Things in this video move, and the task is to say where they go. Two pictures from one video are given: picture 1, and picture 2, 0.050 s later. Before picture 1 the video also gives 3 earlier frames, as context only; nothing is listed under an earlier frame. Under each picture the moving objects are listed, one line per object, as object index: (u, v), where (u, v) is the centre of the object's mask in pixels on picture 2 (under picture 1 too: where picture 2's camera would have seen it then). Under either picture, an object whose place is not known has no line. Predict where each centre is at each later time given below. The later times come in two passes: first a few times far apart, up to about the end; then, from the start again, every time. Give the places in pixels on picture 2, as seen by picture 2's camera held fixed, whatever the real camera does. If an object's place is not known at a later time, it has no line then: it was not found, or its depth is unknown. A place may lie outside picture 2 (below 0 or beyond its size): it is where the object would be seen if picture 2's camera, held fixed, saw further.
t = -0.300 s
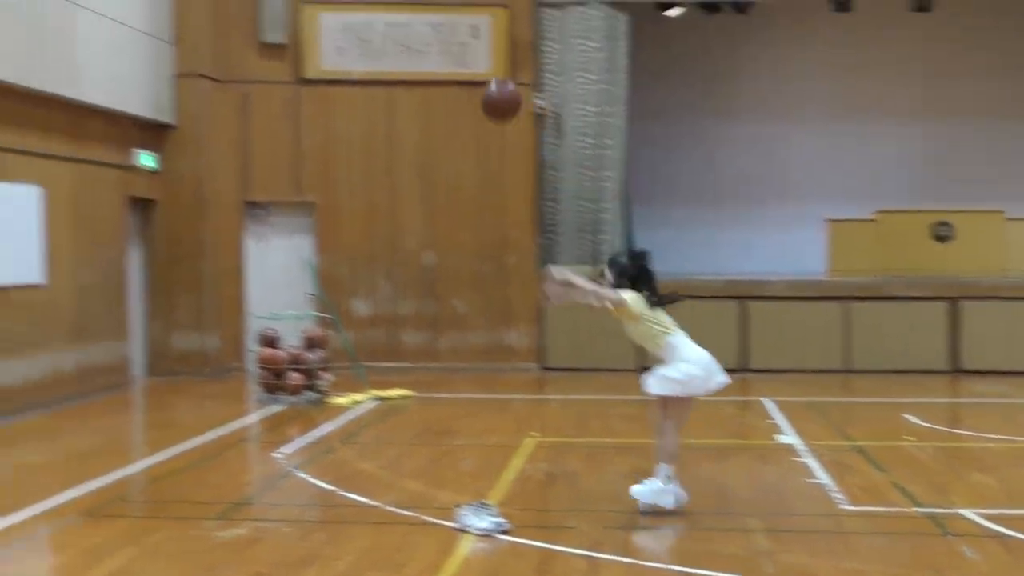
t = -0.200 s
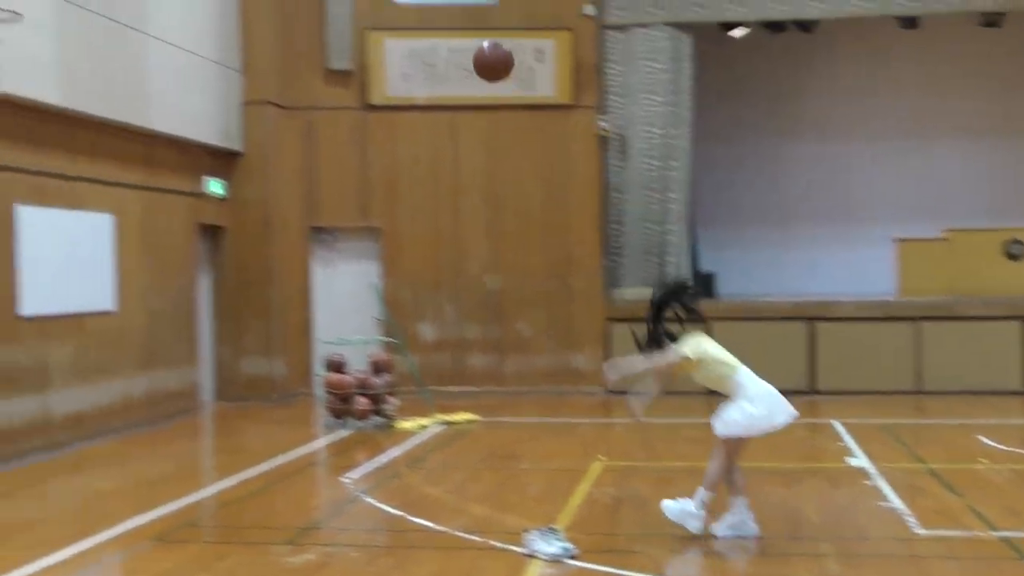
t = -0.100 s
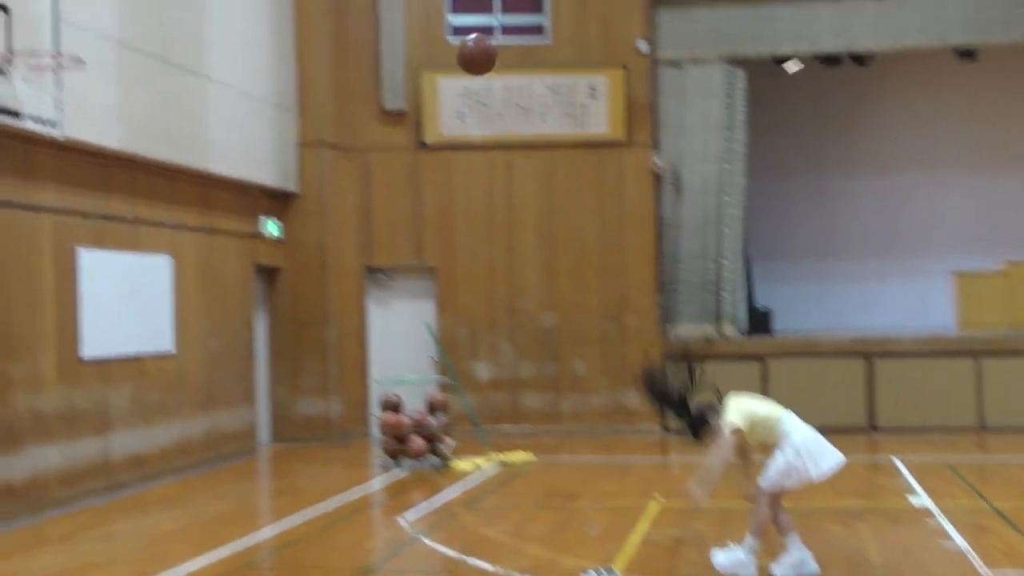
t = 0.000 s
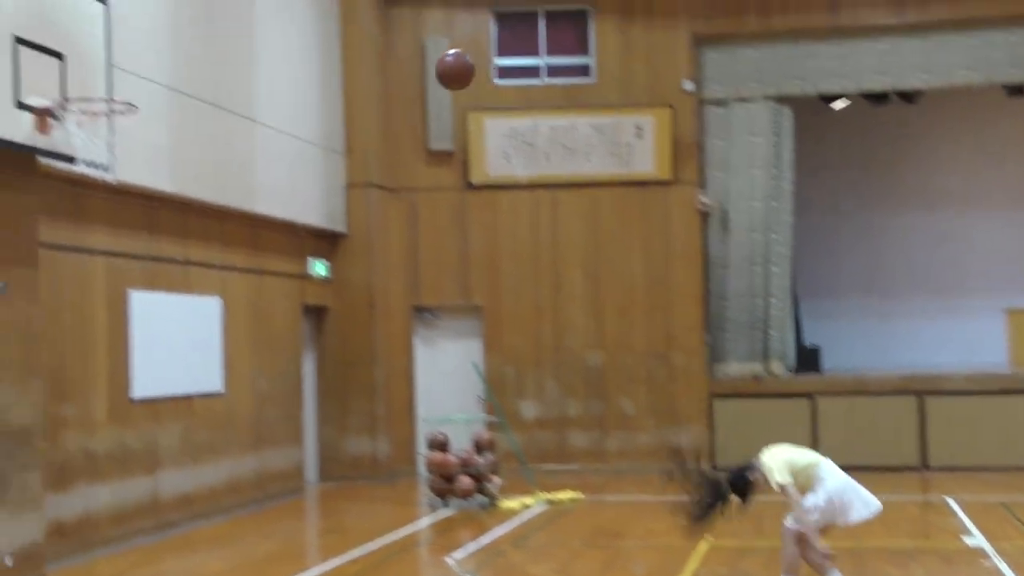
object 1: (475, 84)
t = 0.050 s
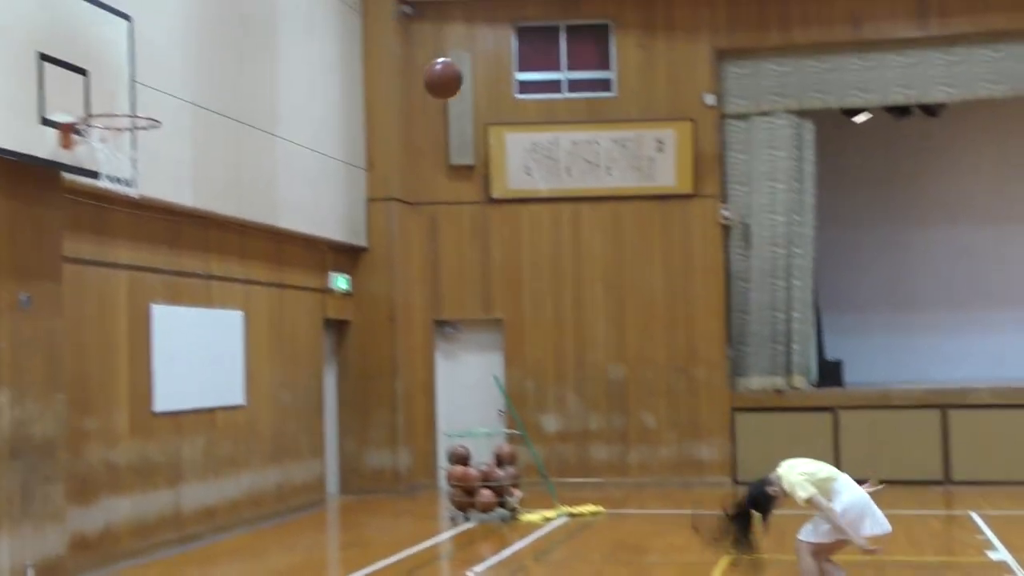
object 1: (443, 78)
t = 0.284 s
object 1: (296, 104)
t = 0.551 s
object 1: (137, 237)
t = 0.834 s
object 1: (50, 469)
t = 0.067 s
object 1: (432, 77)
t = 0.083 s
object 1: (421, 77)
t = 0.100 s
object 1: (411, 76)
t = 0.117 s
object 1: (400, 77)
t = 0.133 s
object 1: (390, 77)
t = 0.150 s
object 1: (379, 78)
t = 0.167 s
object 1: (369, 80)
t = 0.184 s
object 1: (359, 82)
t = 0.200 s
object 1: (348, 84)
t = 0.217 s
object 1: (338, 87)
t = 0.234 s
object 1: (327, 91)
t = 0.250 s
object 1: (316, 95)
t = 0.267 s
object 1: (306, 99)
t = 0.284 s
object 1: (296, 104)
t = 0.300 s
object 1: (285, 109)
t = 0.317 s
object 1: (275, 114)
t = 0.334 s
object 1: (266, 120)
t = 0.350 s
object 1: (255, 127)
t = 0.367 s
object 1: (246, 133)
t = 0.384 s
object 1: (236, 141)
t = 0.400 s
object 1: (225, 148)
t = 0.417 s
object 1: (215, 157)
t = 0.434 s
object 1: (205, 166)
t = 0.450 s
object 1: (195, 175)
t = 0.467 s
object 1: (185, 184)
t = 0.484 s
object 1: (176, 194)
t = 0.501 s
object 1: (166, 203)
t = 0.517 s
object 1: (155, 214)
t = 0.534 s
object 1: (147, 225)
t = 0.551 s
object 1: (137, 237)
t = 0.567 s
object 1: (128, 249)
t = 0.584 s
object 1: (118, 263)
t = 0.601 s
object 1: (106, 277)
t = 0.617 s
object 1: (98, 290)
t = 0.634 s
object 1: (89, 304)
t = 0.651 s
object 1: (80, 318)
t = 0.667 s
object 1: (70, 334)
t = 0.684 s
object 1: (60, 348)
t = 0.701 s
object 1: (52, 364)
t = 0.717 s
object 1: (42, 379)
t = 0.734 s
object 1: (34, 395)
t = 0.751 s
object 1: (29, 411)
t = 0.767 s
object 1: (29, 423)
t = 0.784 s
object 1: (34, 435)
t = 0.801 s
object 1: (39, 446)
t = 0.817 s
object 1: (44, 458)
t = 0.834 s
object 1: (50, 469)
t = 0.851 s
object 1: (58, 482)
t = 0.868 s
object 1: (65, 495)
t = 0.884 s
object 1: (72, 509)
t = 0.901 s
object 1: (80, 524)
